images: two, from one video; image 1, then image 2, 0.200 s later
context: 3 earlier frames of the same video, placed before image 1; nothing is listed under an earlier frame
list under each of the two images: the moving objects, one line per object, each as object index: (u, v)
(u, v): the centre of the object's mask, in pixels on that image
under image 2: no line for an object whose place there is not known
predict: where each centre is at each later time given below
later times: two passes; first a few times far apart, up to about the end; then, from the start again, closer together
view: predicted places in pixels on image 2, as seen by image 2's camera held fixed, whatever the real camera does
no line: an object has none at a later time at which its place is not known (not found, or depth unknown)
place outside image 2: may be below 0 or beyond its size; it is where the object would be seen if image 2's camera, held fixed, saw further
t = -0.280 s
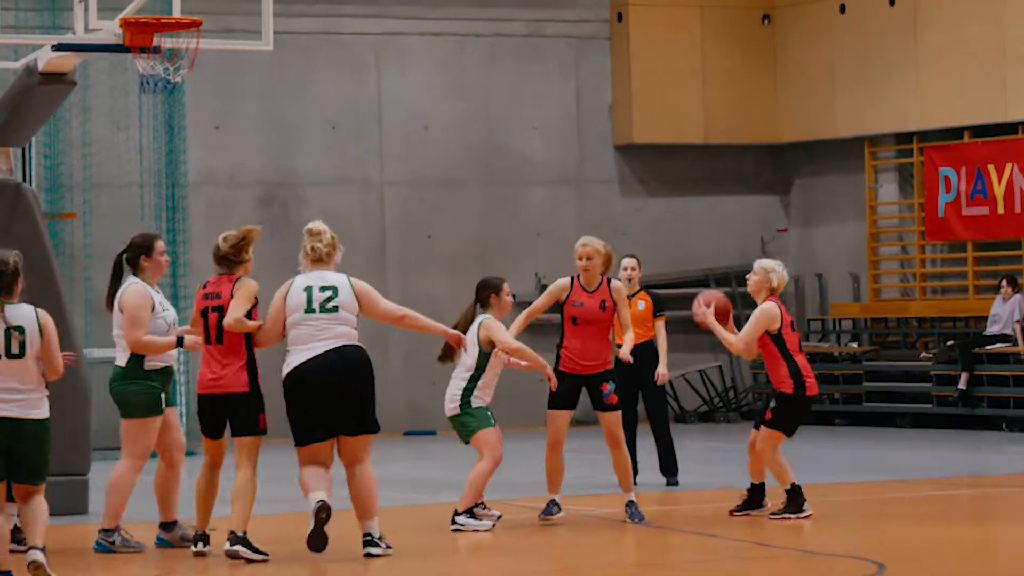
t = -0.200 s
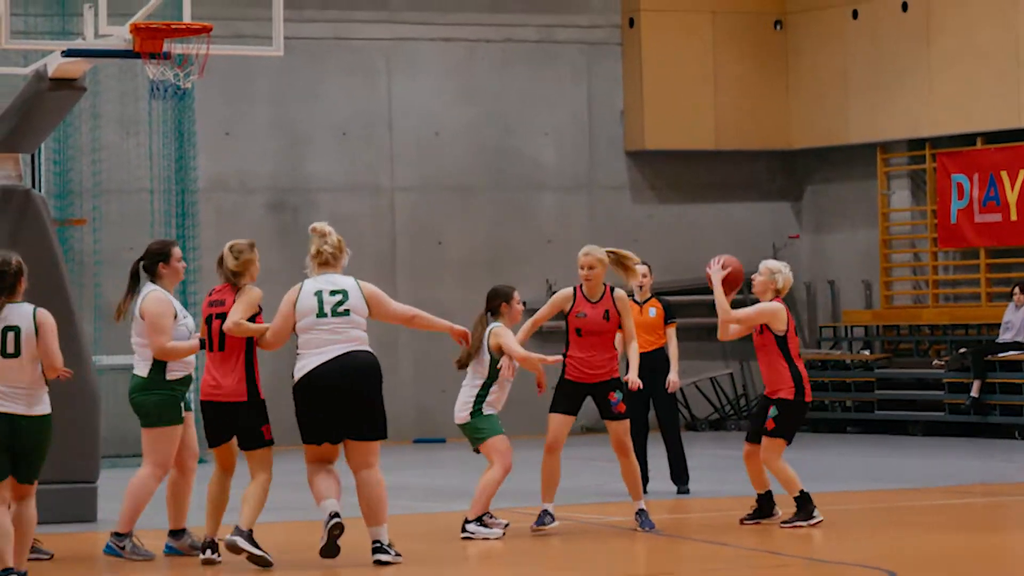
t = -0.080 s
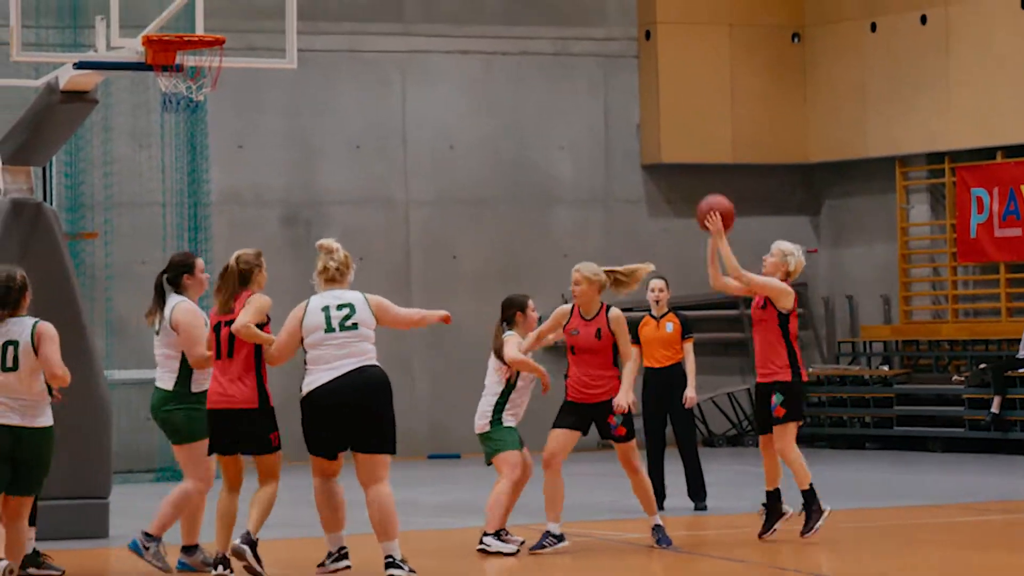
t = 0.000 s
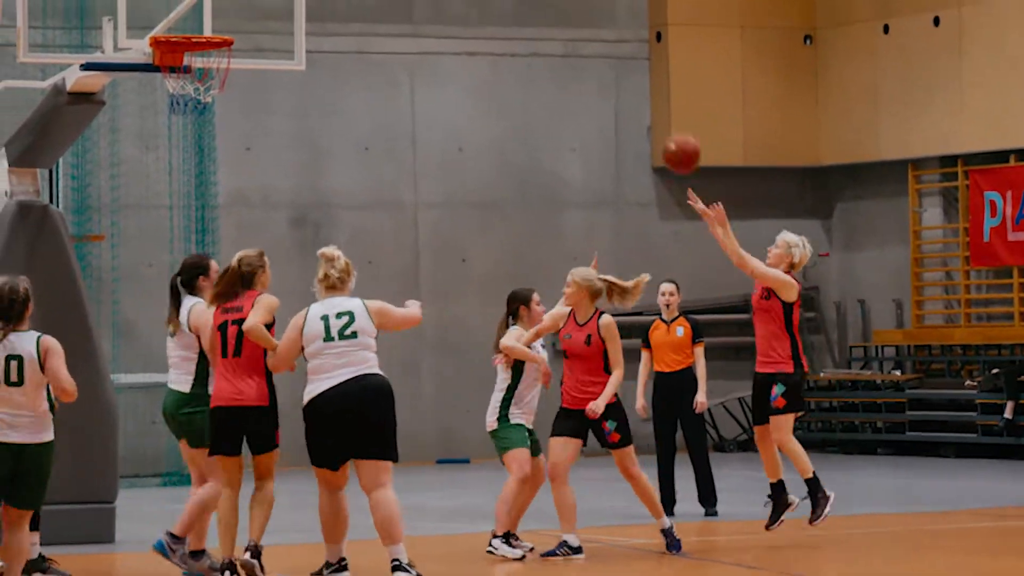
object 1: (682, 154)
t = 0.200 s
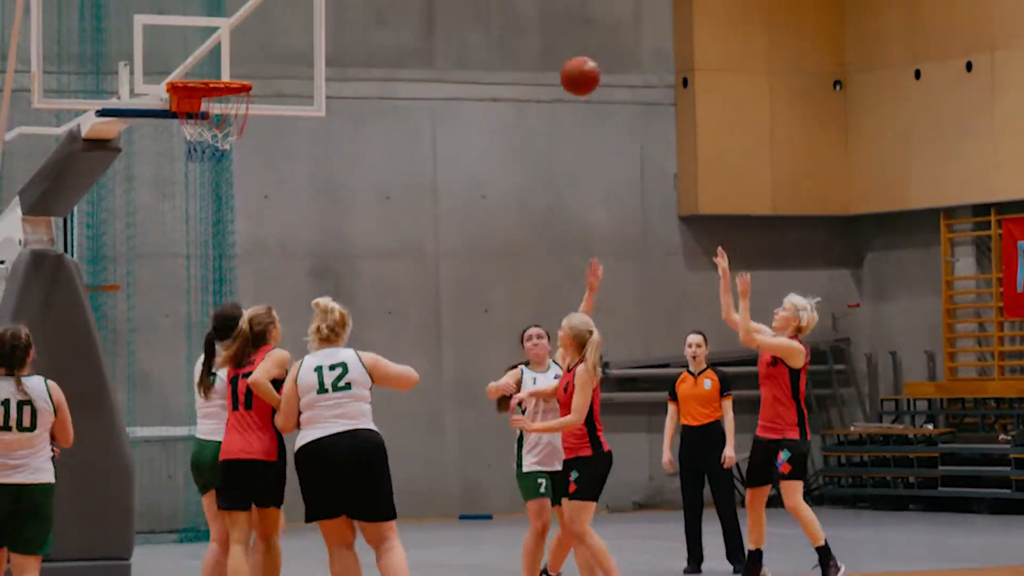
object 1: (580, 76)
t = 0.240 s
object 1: (554, 59)
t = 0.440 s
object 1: (430, 15)
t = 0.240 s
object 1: (554, 59)
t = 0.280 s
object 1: (530, 46)
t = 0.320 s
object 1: (505, 35)
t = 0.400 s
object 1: (455, 19)
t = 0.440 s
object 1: (430, 15)
